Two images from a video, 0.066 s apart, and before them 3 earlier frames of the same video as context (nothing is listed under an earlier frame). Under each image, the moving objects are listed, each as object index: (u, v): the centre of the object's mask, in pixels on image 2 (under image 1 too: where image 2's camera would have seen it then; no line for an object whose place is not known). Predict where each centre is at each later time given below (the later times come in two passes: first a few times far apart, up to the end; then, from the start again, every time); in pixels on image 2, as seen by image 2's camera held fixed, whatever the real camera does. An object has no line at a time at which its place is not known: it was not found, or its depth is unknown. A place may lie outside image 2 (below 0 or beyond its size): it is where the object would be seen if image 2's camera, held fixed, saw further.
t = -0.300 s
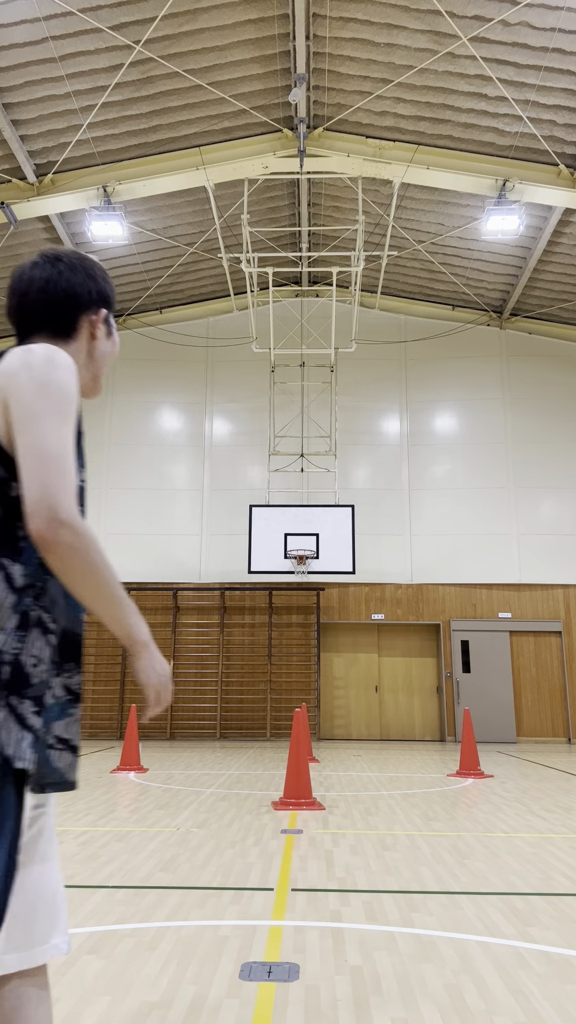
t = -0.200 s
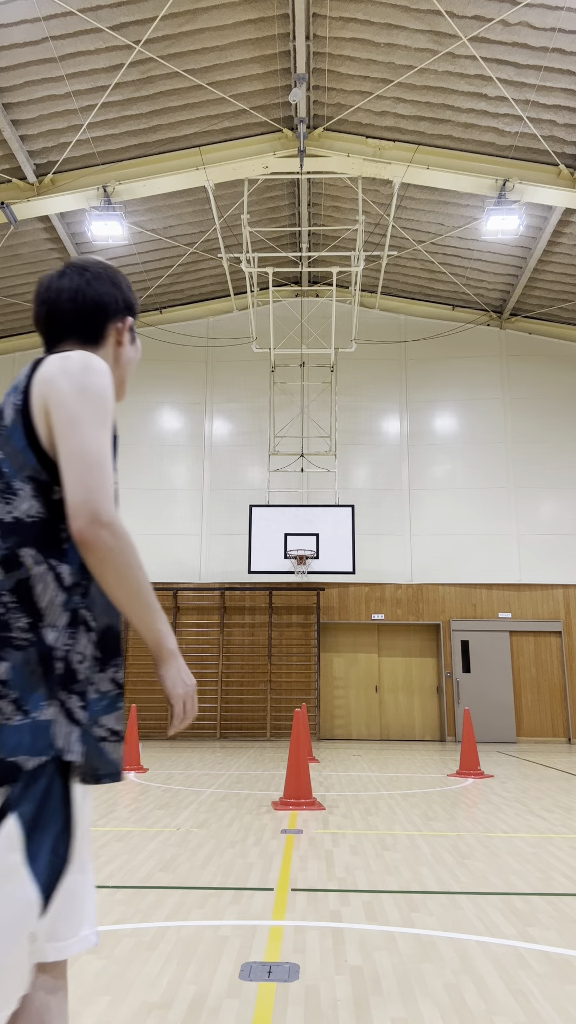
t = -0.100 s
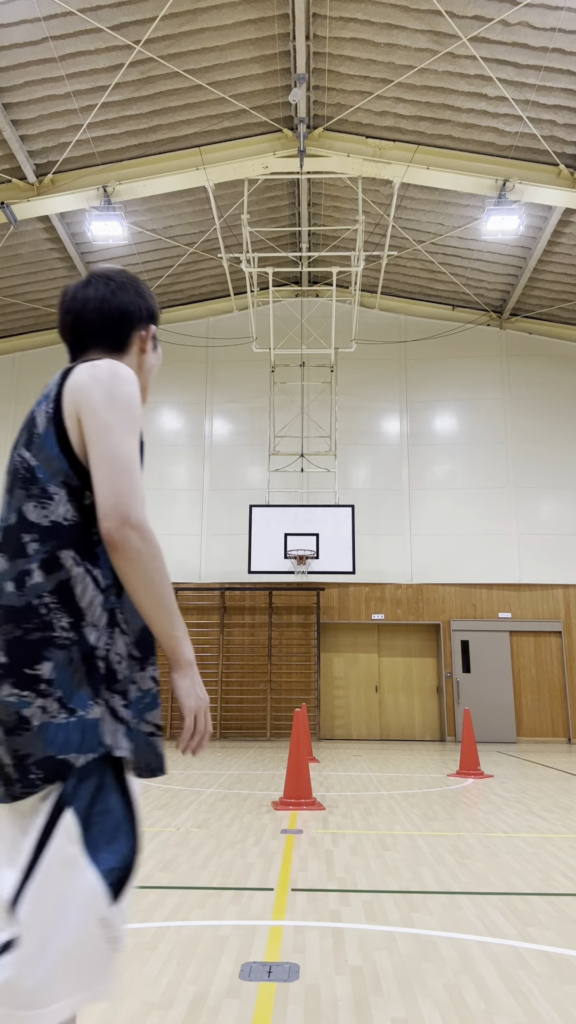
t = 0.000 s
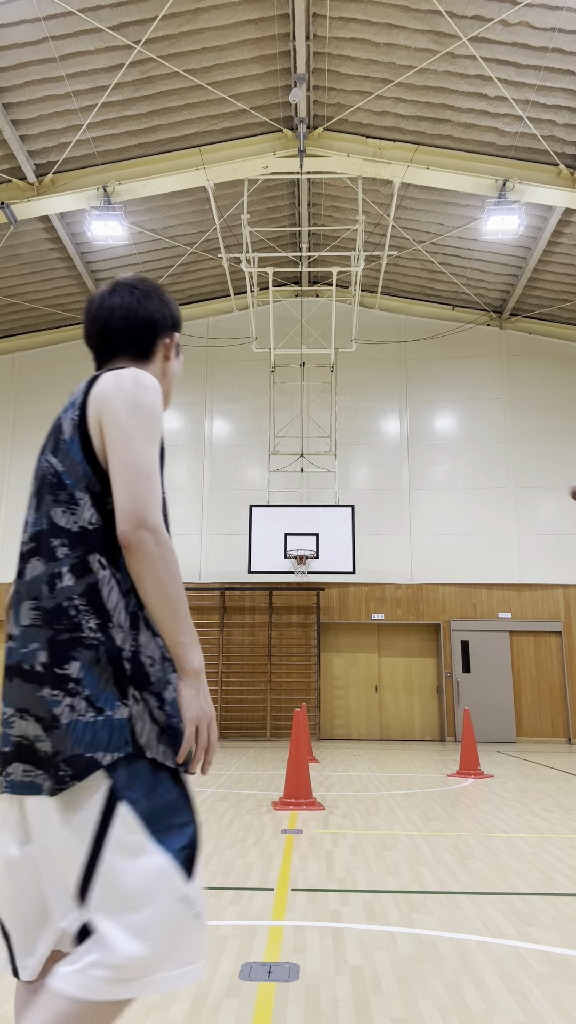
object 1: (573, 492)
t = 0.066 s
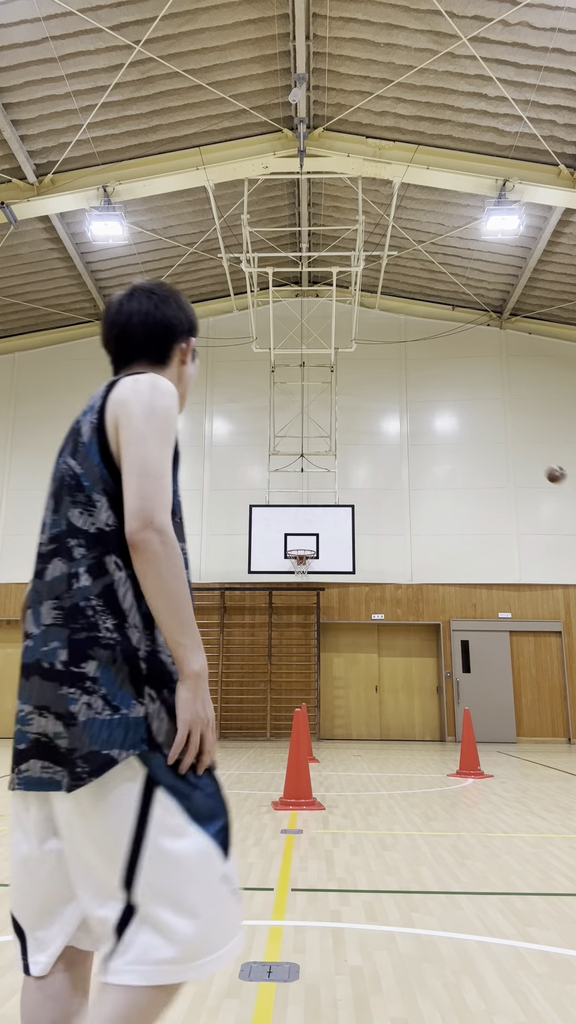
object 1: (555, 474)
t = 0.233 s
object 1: (501, 446)
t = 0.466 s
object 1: (437, 441)
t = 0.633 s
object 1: (397, 457)
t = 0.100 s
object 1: (544, 466)
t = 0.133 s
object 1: (532, 460)
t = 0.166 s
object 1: (522, 454)
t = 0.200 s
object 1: (512, 450)
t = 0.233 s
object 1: (501, 446)
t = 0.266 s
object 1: (491, 443)
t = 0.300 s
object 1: (482, 441)
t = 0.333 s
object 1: (472, 439)
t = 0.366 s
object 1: (463, 439)
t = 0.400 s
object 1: (454, 439)
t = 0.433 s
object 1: (446, 439)
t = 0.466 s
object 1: (437, 441)
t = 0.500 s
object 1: (429, 443)
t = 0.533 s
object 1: (421, 446)
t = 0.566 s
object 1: (413, 449)
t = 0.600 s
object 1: (405, 452)
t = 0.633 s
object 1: (397, 457)
